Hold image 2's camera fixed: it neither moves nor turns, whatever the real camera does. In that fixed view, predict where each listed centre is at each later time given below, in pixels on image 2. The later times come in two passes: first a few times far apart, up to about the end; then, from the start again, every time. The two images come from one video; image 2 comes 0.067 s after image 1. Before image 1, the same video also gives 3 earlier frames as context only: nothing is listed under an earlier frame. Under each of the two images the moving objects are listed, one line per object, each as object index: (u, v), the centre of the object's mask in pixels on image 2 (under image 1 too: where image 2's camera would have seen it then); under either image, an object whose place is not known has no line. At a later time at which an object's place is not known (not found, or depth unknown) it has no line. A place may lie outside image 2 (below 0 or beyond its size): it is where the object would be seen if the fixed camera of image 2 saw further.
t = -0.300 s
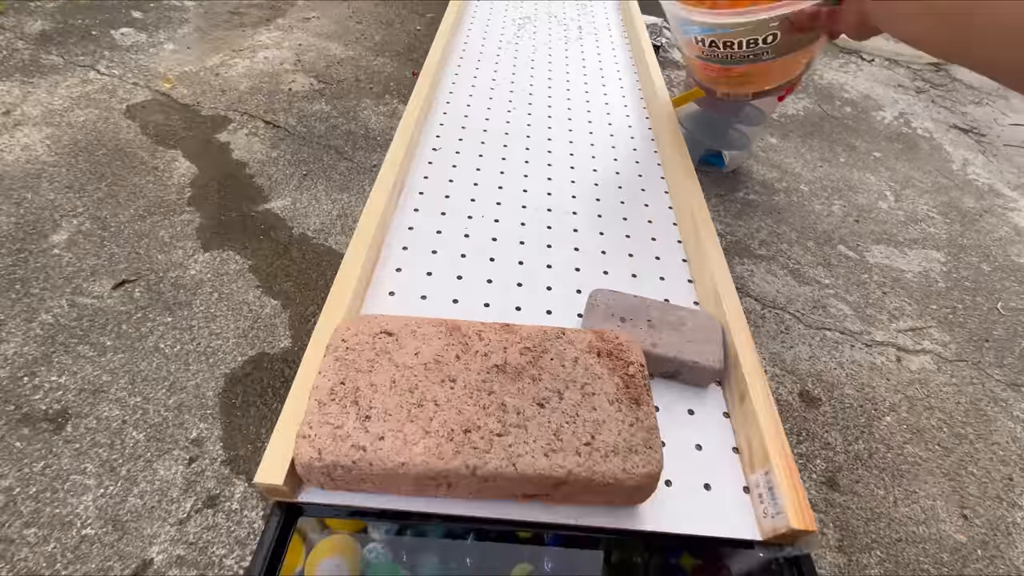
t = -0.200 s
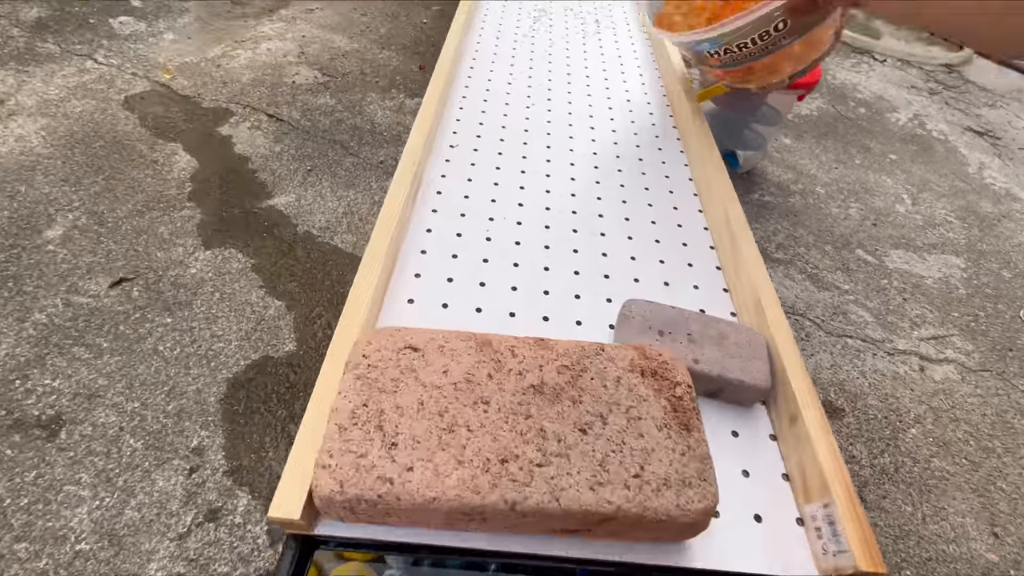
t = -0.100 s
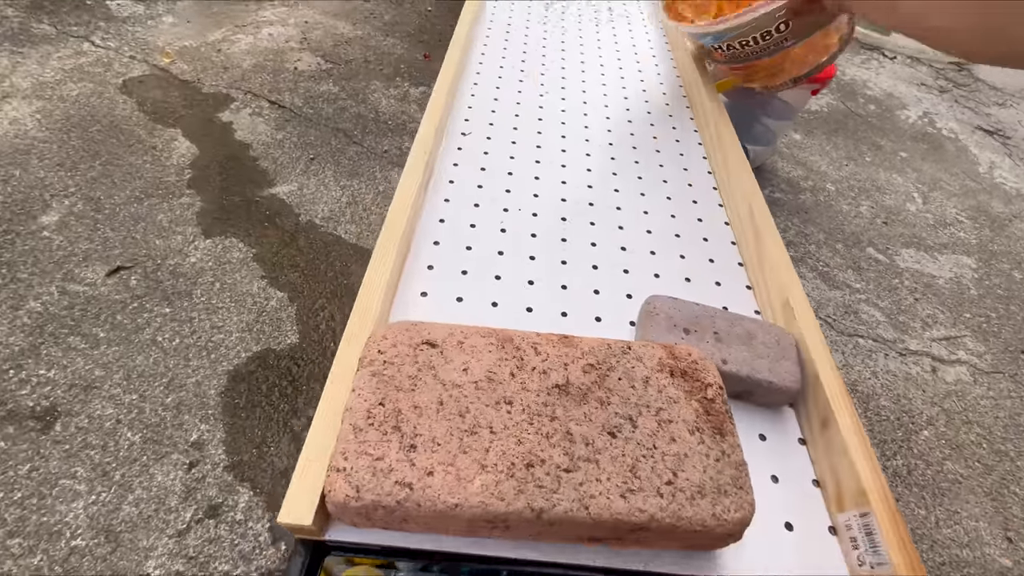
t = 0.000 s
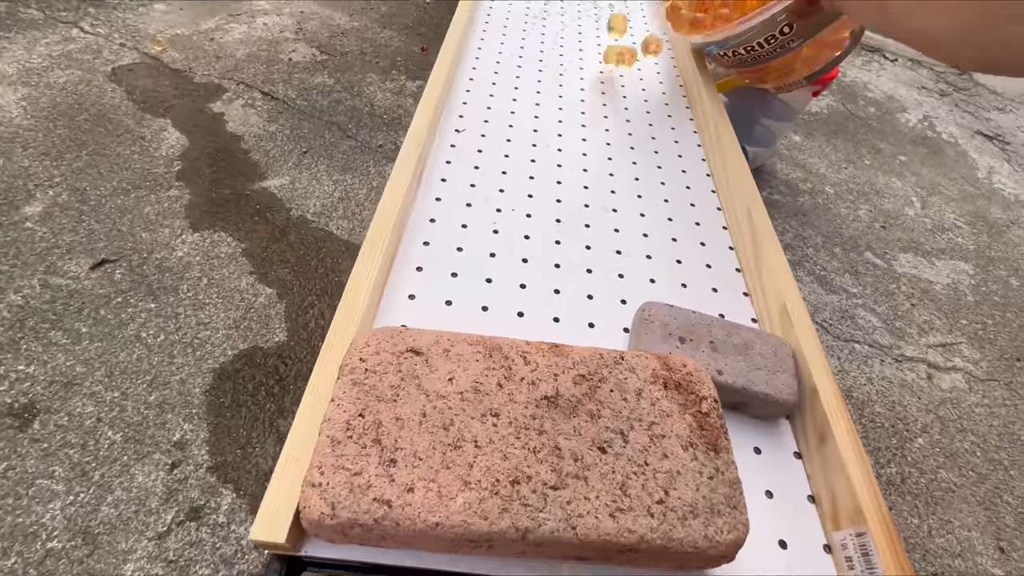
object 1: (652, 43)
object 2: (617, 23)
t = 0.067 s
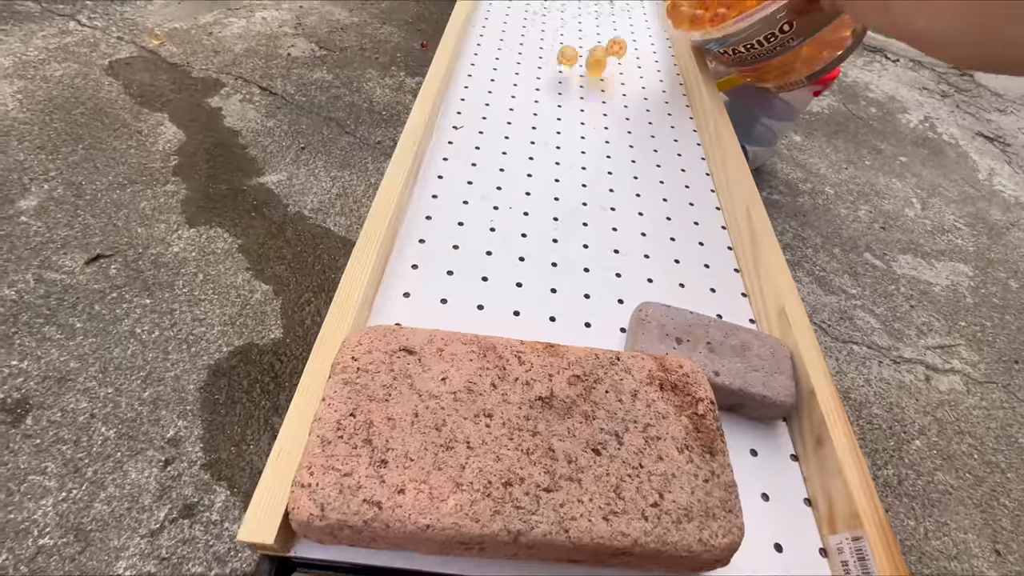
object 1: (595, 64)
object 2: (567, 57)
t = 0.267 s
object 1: (513, 69)
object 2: (474, 82)
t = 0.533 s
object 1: (487, 107)
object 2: (569, 193)
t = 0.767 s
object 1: (545, 168)
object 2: (663, 281)
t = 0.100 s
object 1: (580, 65)
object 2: (546, 63)
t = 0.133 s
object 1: (565, 67)
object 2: (523, 67)
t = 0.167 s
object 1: (551, 67)
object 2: (499, 68)
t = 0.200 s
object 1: (537, 68)
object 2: (477, 69)
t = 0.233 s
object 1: (526, 70)
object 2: (463, 72)
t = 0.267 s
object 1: (513, 69)
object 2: (474, 82)
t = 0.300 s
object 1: (499, 71)
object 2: (486, 93)
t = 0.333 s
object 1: (485, 74)
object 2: (496, 106)
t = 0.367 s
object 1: (470, 78)
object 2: (508, 118)
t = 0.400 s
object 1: (461, 80)
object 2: (518, 127)
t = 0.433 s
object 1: (465, 86)
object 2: (530, 142)
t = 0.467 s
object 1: (472, 93)
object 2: (543, 160)
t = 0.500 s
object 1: (479, 100)
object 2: (556, 178)
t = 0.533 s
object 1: (487, 107)
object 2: (569, 193)
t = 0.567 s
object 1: (493, 112)
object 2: (579, 207)
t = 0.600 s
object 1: (502, 120)
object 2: (594, 226)
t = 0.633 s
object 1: (511, 129)
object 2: (610, 241)
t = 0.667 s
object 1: (519, 138)
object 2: (624, 269)
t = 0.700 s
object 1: (528, 148)
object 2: (640, 290)
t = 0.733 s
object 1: (534, 156)
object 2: (651, 287)
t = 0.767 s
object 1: (545, 168)
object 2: (663, 281)
